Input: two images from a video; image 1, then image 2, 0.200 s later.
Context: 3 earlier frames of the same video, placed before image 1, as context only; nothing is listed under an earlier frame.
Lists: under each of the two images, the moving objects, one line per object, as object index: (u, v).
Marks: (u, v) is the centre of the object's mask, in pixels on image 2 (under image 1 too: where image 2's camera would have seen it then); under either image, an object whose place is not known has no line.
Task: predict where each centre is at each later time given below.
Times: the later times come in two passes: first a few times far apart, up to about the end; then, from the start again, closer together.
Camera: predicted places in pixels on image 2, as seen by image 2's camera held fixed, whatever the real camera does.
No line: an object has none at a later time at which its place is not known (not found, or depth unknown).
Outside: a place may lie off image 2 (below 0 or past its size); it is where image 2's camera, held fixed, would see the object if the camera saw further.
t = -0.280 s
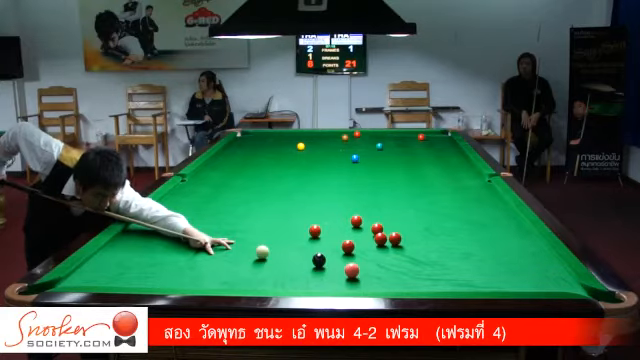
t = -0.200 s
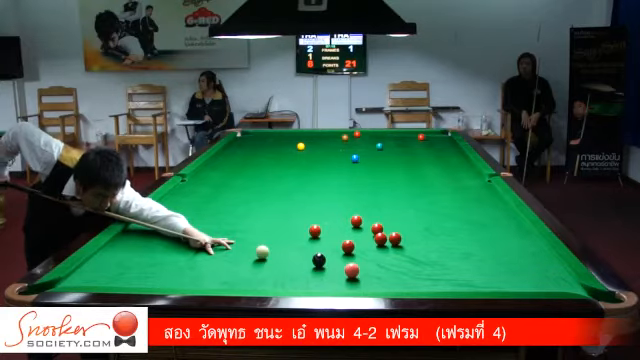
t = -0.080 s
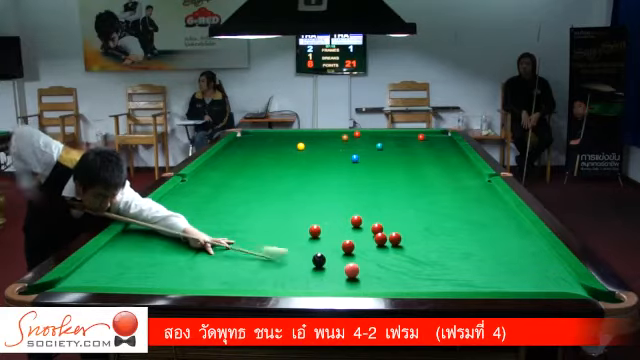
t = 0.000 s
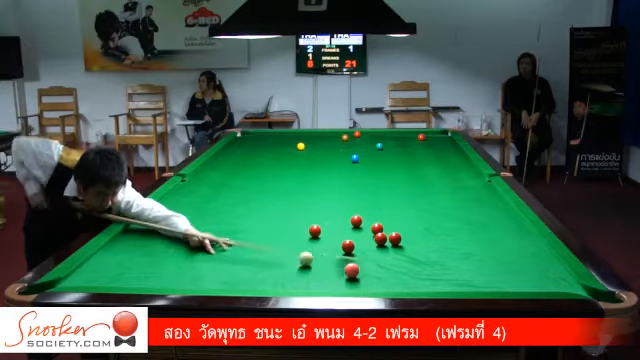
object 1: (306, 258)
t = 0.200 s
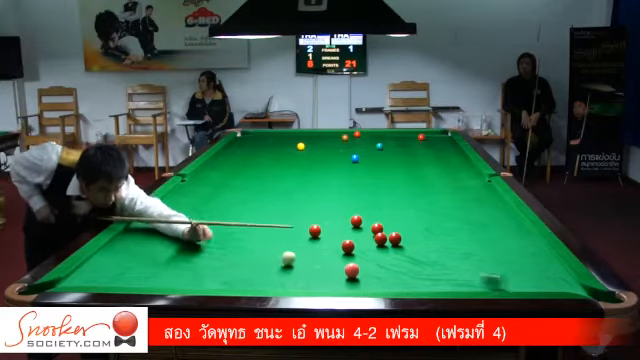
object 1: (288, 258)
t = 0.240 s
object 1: (281, 257)
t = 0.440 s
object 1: (249, 255)
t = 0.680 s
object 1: (213, 251)
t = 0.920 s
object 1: (179, 248)
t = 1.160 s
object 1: (148, 245)
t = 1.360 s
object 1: (124, 242)
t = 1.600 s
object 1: (126, 240)
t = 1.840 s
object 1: (147, 239)
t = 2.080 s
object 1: (168, 238)
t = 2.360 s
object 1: (189, 236)
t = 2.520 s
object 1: (200, 236)
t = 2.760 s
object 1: (216, 235)
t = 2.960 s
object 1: (228, 234)
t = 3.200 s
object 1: (241, 234)
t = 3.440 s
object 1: (252, 233)
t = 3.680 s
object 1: (262, 233)
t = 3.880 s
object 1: (270, 232)
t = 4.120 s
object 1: (278, 232)
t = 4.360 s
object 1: (285, 231)
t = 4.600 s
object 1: (290, 231)
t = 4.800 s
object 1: (294, 231)
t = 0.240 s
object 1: (281, 257)
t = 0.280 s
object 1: (275, 257)
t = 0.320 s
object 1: (268, 256)
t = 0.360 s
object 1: (262, 256)
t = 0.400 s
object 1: (255, 255)
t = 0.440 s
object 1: (249, 255)
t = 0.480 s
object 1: (243, 254)
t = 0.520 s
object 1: (236, 253)
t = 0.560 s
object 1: (230, 253)
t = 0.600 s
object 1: (224, 252)
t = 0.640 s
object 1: (219, 252)
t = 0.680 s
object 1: (213, 251)
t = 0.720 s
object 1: (207, 250)
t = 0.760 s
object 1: (201, 249)
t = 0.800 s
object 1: (196, 249)
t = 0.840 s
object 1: (190, 249)
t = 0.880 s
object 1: (184, 248)
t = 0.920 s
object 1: (179, 248)
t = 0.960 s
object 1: (174, 247)
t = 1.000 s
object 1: (168, 246)
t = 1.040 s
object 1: (163, 246)
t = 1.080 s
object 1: (158, 246)
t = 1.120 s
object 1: (153, 245)
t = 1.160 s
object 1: (148, 245)
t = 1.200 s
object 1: (143, 244)
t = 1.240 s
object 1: (138, 244)
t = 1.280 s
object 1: (134, 243)
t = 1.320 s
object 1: (129, 242)
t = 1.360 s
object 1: (124, 242)
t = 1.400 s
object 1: (120, 242)
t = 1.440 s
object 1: (116, 241)
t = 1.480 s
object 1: (115, 241)
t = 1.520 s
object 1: (119, 241)
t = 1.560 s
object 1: (122, 240)
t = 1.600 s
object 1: (126, 240)
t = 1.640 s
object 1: (130, 240)
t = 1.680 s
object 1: (134, 240)
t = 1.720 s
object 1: (137, 240)
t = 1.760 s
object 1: (140, 239)
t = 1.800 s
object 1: (144, 239)
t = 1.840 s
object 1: (147, 239)
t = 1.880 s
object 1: (151, 239)
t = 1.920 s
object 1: (154, 239)
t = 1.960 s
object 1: (158, 238)
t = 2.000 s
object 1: (161, 238)
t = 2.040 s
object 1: (165, 238)
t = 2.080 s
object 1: (168, 238)
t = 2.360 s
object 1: (189, 236)
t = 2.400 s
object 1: (192, 236)
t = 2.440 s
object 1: (195, 236)
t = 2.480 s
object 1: (198, 236)
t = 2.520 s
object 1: (200, 236)
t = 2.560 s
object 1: (203, 236)
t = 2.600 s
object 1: (206, 236)
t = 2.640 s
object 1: (208, 235)
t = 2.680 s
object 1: (211, 235)
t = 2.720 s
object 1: (213, 235)
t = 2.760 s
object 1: (216, 235)
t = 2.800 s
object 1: (218, 235)
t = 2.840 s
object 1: (221, 235)
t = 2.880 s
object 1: (223, 235)
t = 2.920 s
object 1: (225, 235)
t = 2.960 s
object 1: (228, 234)
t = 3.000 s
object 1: (230, 235)
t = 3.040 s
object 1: (232, 234)
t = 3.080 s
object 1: (234, 234)
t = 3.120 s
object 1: (237, 234)
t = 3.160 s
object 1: (239, 234)
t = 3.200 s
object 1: (241, 234)
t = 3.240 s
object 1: (243, 234)
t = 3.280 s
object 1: (245, 234)
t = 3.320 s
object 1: (247, 234)
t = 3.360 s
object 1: (248, 234)
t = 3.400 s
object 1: (250, 233)
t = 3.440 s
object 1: (252, 233)
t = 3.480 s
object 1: (254, 233)
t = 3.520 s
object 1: (256, 233)
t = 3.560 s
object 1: (257, 233)
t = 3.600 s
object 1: (259, 233)
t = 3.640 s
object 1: (261, 233)
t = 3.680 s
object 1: (262, 233)
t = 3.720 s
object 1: (264, 233)
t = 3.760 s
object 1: (265, 233)
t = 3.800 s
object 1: (267, 233)
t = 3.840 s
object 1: (269, 232)
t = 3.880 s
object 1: (270, 232)
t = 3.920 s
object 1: (271, 232)
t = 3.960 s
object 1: (273, 232)
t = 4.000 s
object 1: (274, 232)
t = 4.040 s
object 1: (275, 232)
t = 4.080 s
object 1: (277, 232)
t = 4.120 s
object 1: (278, 232)
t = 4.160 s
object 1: (279, 232)
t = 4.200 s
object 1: (280, 232)
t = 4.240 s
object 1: (281, 232)
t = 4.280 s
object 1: (283, 232)
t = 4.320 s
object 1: (284, 232)
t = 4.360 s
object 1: (285, 231)
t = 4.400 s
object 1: (286, 232)
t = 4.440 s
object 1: (287, 232)
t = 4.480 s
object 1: (287, 231)
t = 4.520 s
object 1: (289, 231)
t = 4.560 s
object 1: (289, 231)
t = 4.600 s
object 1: (290, 231)
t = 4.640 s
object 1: (291, 231)
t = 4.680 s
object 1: (292, 231)
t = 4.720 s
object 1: (293, 231)
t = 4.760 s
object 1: (293, 231)
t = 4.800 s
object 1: (294, 231)
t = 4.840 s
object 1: (295, 231)
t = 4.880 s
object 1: (295, 231)
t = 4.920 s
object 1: (296, 231)
